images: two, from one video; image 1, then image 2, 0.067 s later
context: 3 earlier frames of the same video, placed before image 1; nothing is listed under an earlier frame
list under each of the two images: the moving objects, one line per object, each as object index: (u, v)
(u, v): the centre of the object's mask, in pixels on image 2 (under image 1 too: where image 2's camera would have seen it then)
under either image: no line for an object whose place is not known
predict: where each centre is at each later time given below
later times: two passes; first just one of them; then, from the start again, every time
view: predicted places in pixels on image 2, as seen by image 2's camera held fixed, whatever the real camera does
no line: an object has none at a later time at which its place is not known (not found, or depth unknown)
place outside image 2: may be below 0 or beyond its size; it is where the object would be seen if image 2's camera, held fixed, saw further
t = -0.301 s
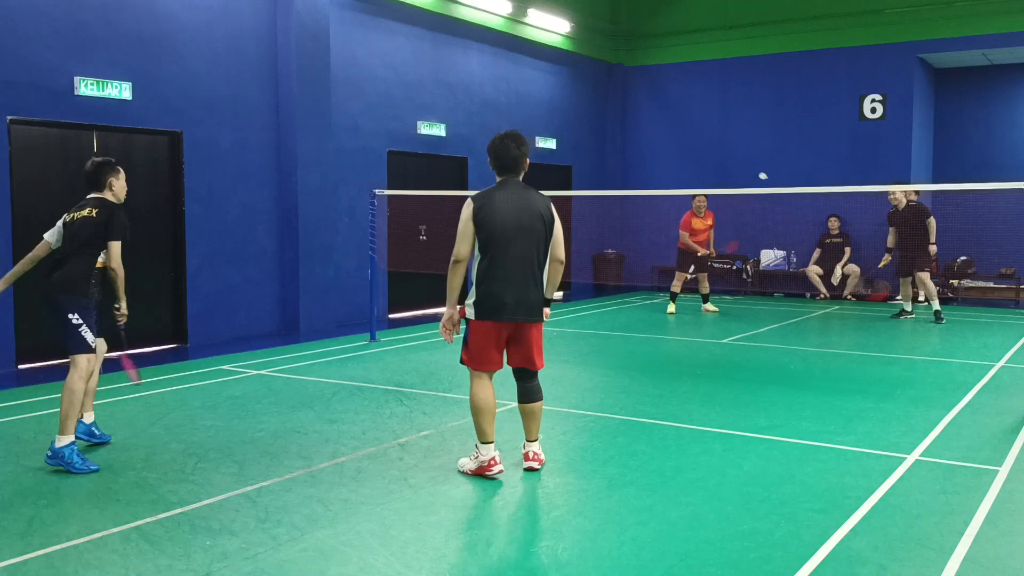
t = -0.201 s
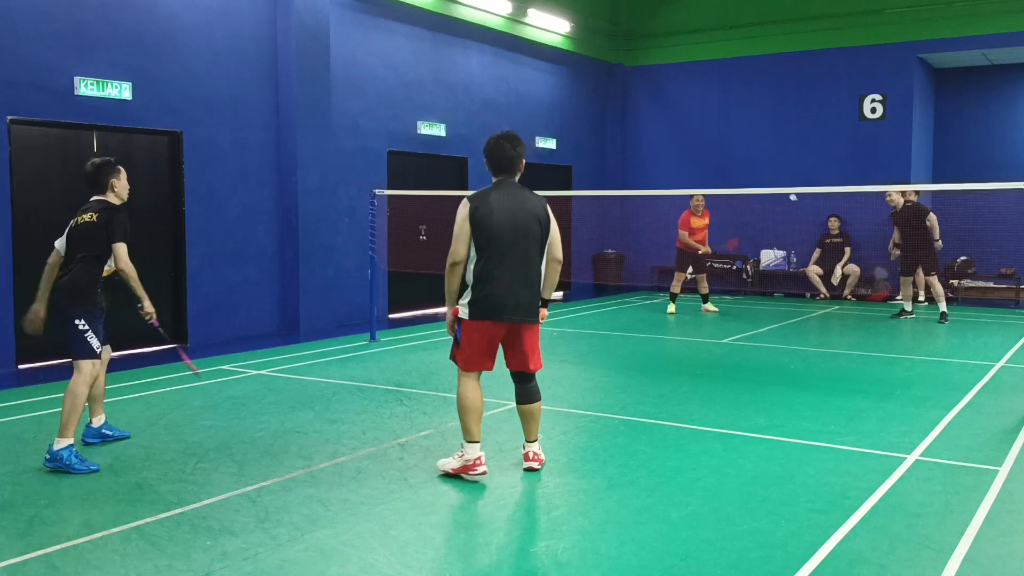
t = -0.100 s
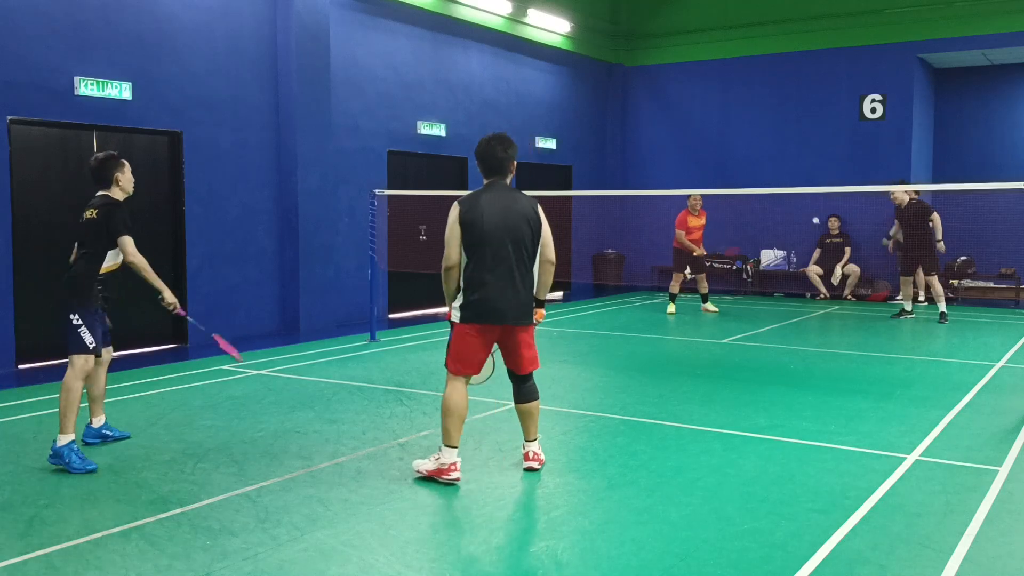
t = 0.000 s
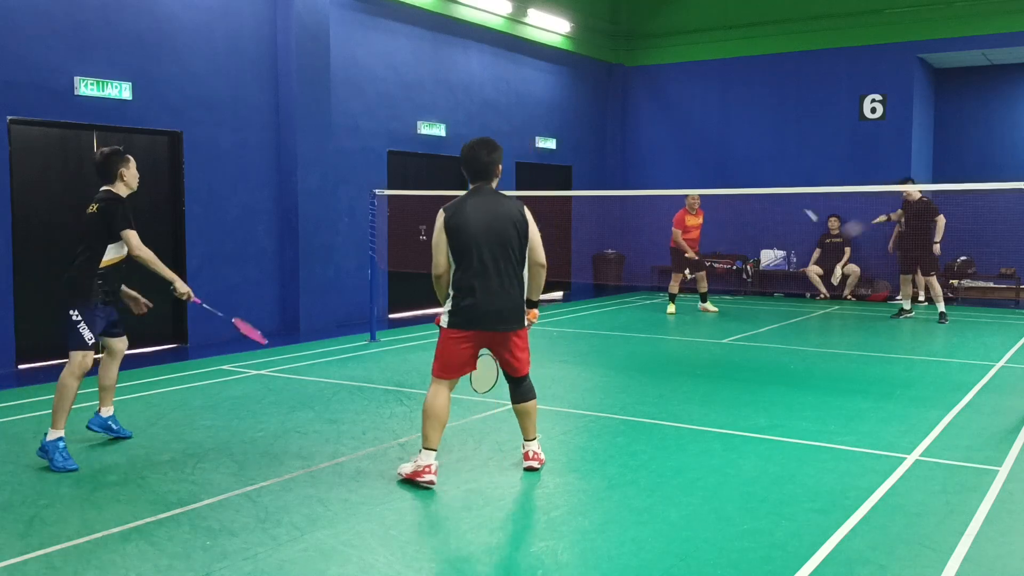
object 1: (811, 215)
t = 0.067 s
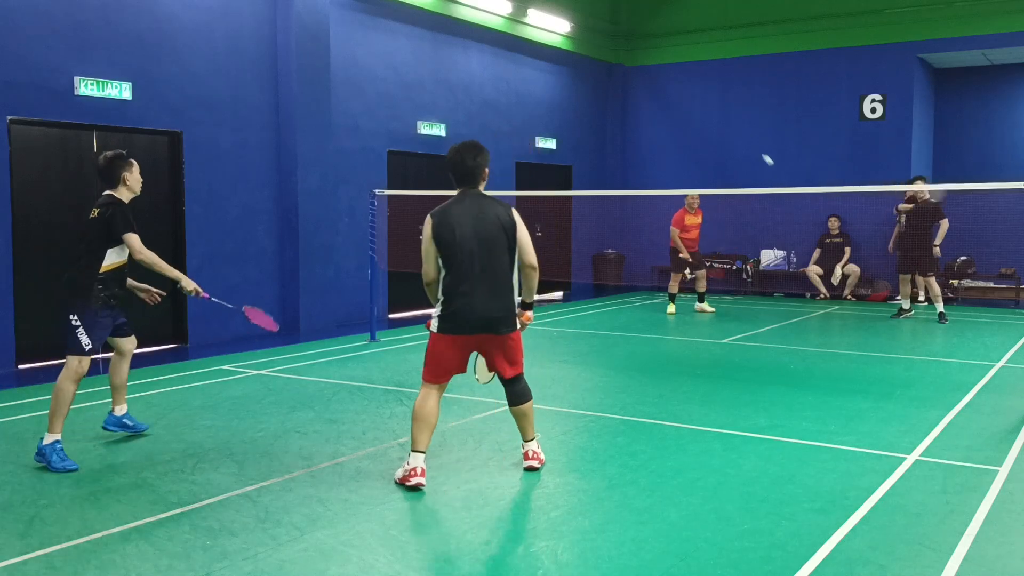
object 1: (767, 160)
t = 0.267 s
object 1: (657, 46)
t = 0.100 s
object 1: (747, 137)
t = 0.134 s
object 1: (728, 116)
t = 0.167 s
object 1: (709, 96)
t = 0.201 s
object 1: (692, 78)
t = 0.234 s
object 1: (674, 61)
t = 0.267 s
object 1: (657, 46)
